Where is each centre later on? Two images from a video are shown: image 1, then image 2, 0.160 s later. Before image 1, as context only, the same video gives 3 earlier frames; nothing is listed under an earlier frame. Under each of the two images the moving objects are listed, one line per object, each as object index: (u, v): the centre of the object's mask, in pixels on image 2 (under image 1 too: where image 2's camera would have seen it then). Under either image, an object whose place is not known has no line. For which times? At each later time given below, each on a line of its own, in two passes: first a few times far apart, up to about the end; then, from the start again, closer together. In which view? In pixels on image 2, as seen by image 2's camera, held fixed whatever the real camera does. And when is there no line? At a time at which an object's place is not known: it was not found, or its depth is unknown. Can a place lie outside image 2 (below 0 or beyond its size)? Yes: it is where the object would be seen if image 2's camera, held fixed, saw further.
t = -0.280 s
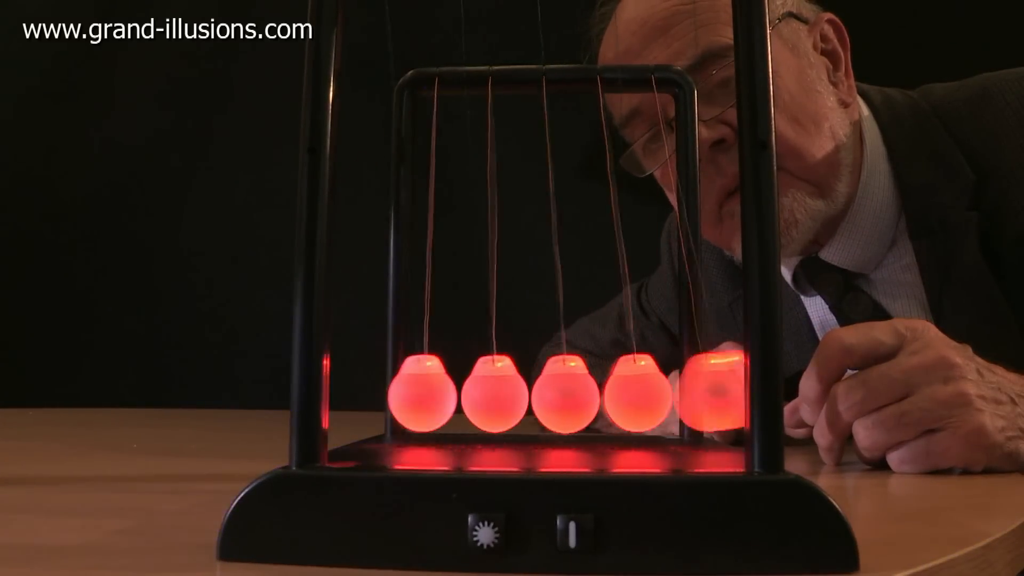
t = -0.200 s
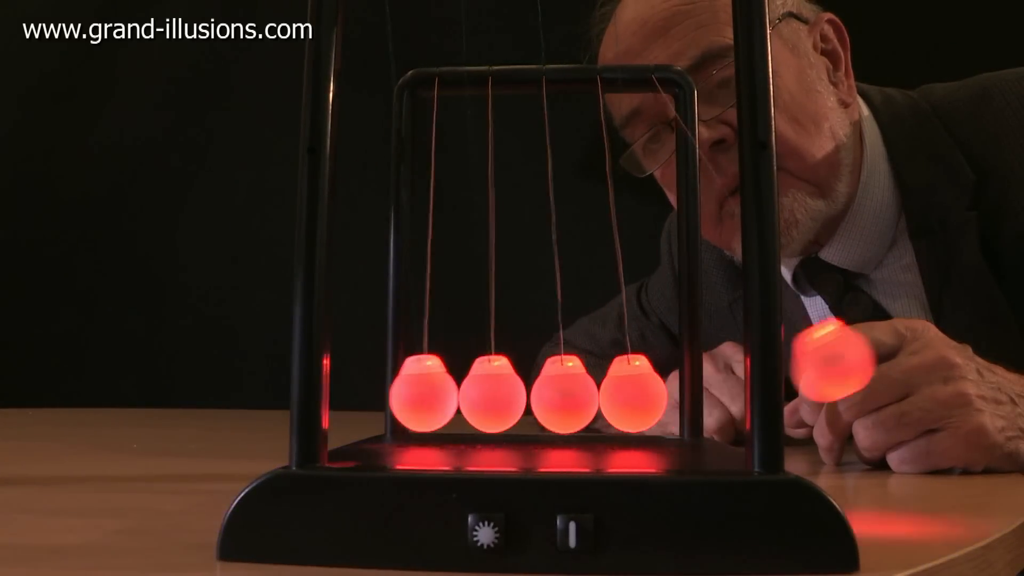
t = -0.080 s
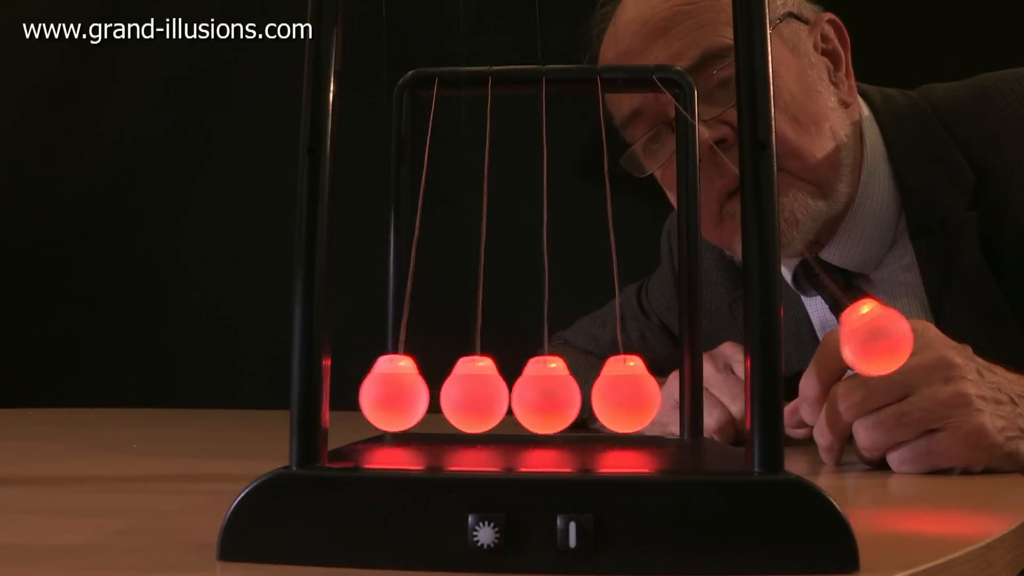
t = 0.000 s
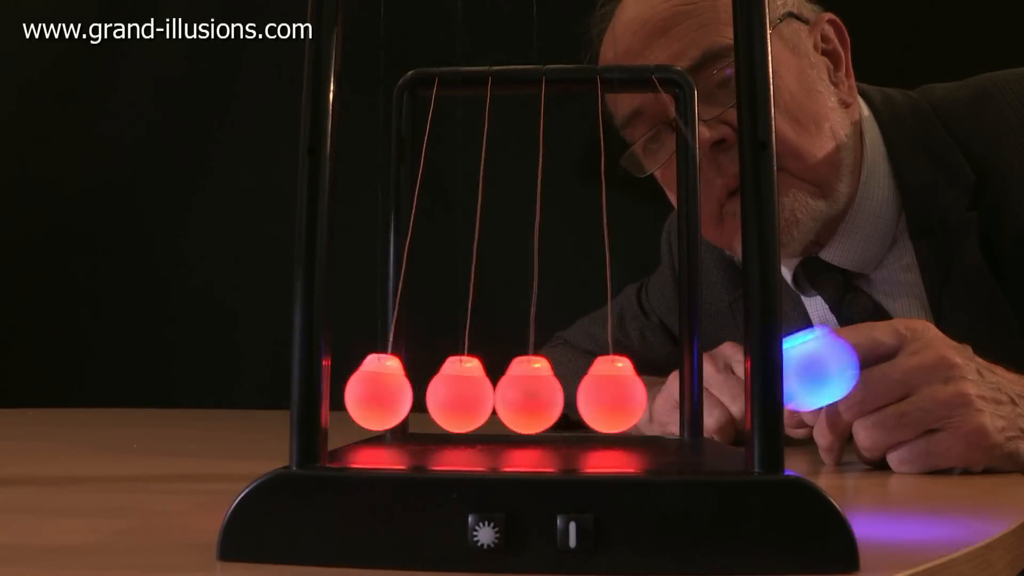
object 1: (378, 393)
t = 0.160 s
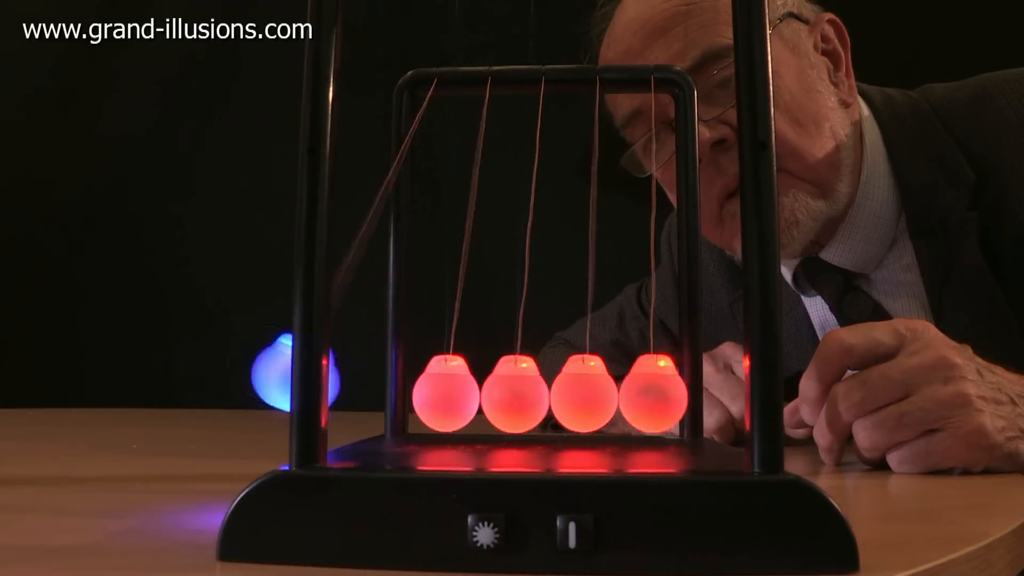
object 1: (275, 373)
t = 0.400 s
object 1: (273, 371)
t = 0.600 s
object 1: (420, 394)
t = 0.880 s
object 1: (371, 393)
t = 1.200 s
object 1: (349, 387)
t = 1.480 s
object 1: (390, 394)
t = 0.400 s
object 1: (273, 371)
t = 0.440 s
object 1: (358, 389)
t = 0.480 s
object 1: (409, 395)
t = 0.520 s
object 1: (426, 394)
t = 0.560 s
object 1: (428, 394)
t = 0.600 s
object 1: (420, 394)
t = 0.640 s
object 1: (409, 394)
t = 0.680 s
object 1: (397, 394)
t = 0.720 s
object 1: (387, 394)
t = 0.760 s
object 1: (379, 393)
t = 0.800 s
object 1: (373, 393)
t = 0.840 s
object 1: (371, 393)
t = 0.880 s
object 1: (371, 393)
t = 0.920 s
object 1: (347, 386)
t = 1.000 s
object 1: (252, 357)
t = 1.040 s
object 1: (236, 348)
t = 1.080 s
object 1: (237, 349)
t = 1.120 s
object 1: (253, 357)
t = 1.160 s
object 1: (270, 370)
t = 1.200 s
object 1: (349, 387)
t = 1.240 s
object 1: (377, 393)
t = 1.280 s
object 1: (425, 394)
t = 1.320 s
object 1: (429, 394)
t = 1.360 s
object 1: (426, 394)
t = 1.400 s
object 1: (415, 394)
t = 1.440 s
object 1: (402, 394)
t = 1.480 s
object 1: (390, 394)
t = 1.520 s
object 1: (381, 393)
